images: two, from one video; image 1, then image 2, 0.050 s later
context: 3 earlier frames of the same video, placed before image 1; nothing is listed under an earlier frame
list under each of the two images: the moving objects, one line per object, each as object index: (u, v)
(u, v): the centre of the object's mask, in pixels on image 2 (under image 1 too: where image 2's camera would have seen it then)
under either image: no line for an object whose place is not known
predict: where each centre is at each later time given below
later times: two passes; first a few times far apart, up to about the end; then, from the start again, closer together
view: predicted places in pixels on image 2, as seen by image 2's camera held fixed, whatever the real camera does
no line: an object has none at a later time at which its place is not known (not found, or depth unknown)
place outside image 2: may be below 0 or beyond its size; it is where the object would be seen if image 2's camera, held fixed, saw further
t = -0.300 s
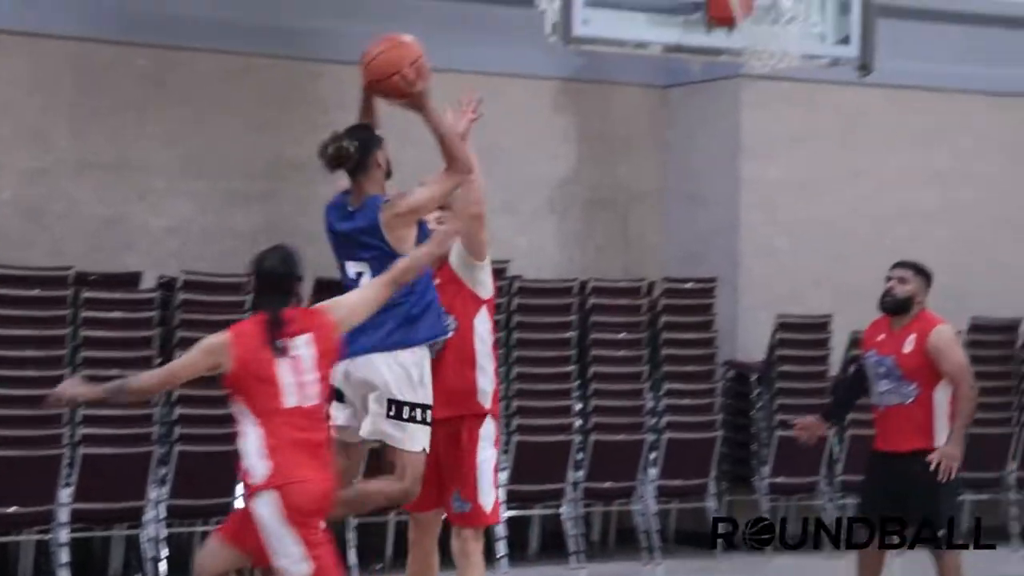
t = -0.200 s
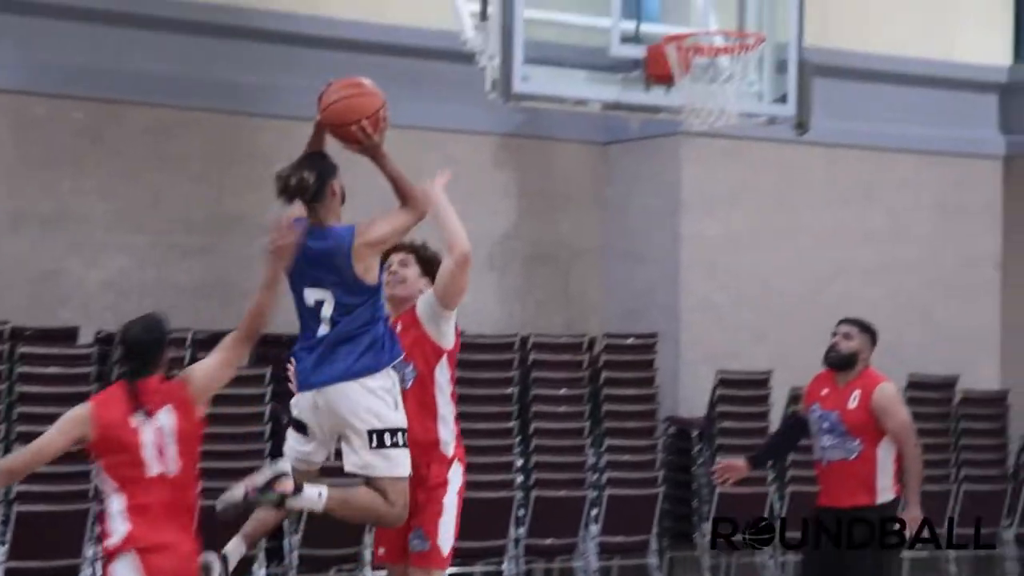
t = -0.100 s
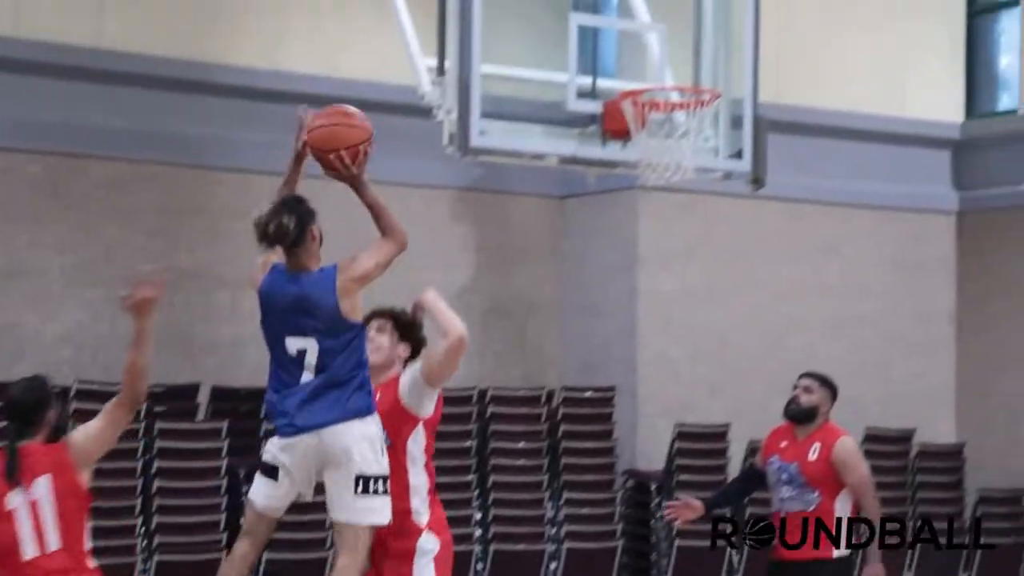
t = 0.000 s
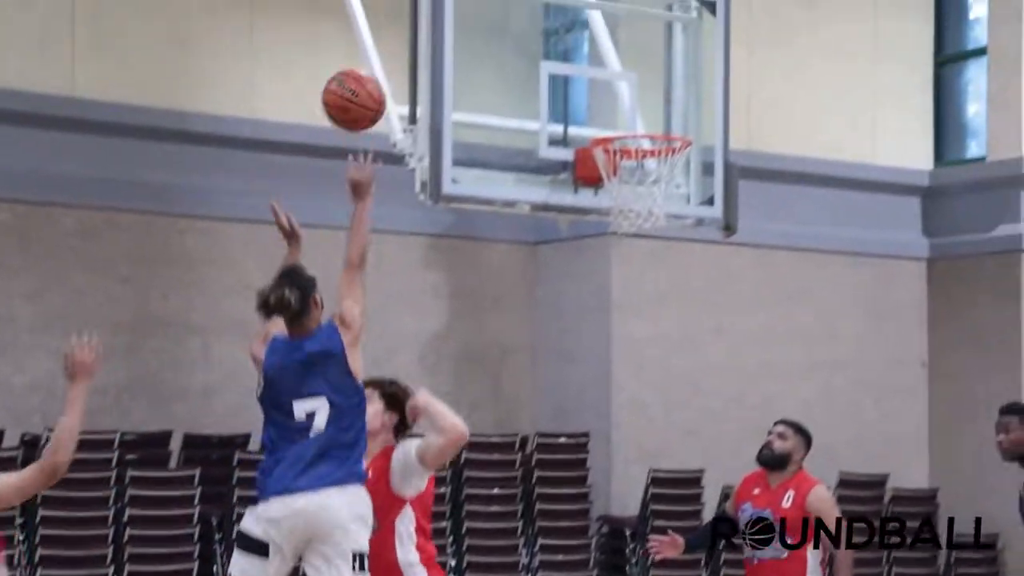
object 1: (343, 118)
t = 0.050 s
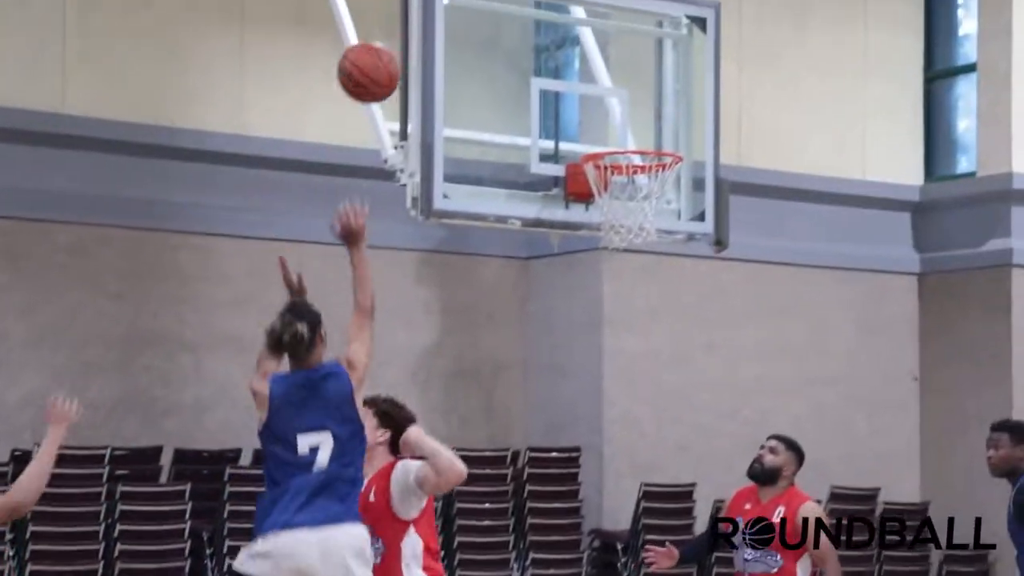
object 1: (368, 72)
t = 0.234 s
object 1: (451, -12)
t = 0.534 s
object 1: (563, -8)
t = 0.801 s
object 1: (648, 151)
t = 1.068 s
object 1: (617, 273)
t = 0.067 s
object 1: (377, 59)
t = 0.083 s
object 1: (385, 46)
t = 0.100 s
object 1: (392, 35)
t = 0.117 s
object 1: (399, 24)
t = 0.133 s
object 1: (406, 14)
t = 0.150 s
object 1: (414, 7)
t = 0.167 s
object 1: (421, 2)
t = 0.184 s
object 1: (429, -2)
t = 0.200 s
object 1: (436, -6)
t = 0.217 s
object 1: (443, -9)
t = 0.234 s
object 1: (451, -12)
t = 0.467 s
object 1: (539, -16)
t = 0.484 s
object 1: (545, -14)
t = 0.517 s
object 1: (555, -8)
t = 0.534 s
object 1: (563, -8)
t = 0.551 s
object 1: (569, -4)
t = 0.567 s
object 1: (574, 0)
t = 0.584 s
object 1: (580, 5)
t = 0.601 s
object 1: (585, 15)
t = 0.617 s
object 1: (590, 23)
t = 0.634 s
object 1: (596, 32)
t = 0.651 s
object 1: (602, 42)
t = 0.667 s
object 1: (606, 53)
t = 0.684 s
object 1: (612, 62)
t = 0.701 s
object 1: (618, 73)
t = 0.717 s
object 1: (623, 85)
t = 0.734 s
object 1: (628, 98)
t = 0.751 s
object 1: (633, 110)
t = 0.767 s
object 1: (639, 123)
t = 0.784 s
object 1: (643, 133)
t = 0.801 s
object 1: (648, 151)
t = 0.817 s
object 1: (653, 167)
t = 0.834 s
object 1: (656, 178)
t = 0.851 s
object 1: (655, 188)
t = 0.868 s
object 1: (652, 197)
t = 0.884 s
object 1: (650, 203)
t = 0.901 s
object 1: (647, 207)
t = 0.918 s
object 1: (645, 214)
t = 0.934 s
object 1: (643, 216)
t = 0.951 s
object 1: (639, 222)
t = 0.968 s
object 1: (637, 228)
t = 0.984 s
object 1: (634, 234)
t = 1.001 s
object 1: (631, 241)
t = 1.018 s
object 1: (628, 248)
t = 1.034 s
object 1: (624, 256)
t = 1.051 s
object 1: (622, 264)
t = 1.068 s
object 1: (617, 273)
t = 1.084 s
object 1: (614, 283)
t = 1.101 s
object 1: (611, 294)
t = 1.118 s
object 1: (607, 304)
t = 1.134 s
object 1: (603, 316)
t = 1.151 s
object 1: (599, 327)
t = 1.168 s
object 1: (596, 340)
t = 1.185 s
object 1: (593, 355)
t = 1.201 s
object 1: (590, 368)
